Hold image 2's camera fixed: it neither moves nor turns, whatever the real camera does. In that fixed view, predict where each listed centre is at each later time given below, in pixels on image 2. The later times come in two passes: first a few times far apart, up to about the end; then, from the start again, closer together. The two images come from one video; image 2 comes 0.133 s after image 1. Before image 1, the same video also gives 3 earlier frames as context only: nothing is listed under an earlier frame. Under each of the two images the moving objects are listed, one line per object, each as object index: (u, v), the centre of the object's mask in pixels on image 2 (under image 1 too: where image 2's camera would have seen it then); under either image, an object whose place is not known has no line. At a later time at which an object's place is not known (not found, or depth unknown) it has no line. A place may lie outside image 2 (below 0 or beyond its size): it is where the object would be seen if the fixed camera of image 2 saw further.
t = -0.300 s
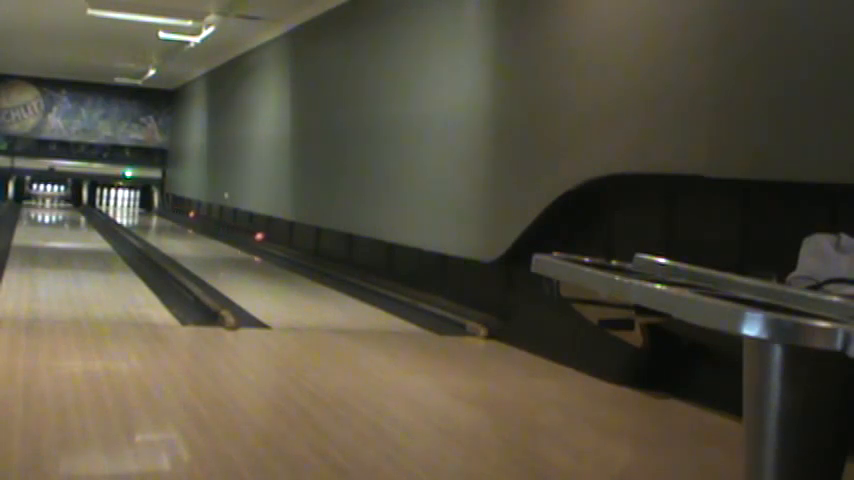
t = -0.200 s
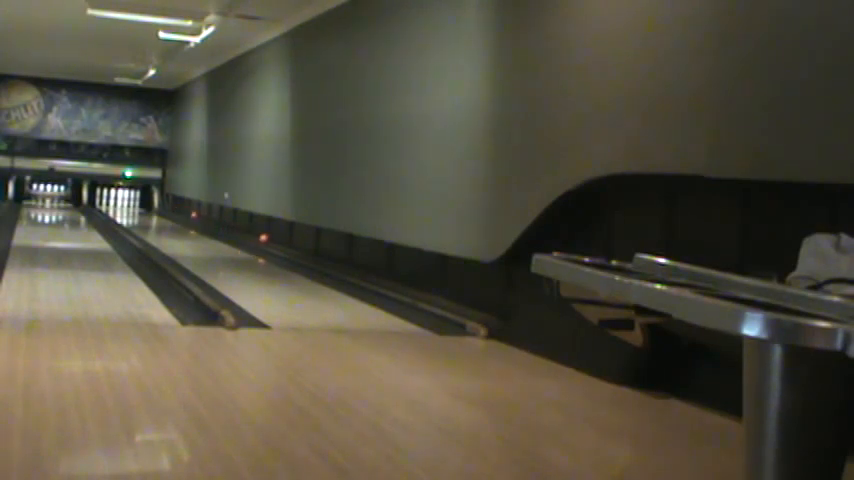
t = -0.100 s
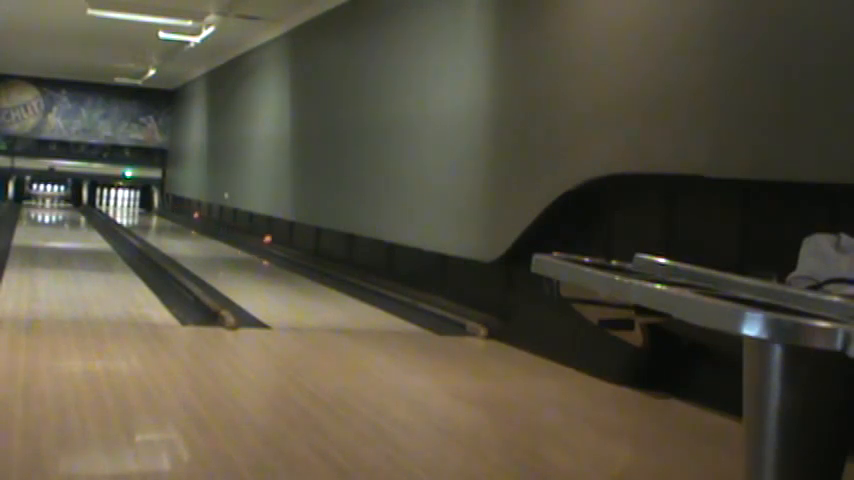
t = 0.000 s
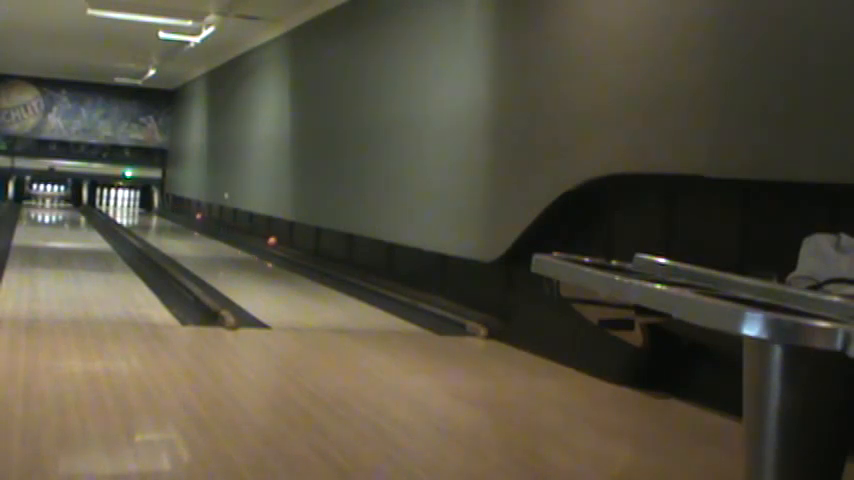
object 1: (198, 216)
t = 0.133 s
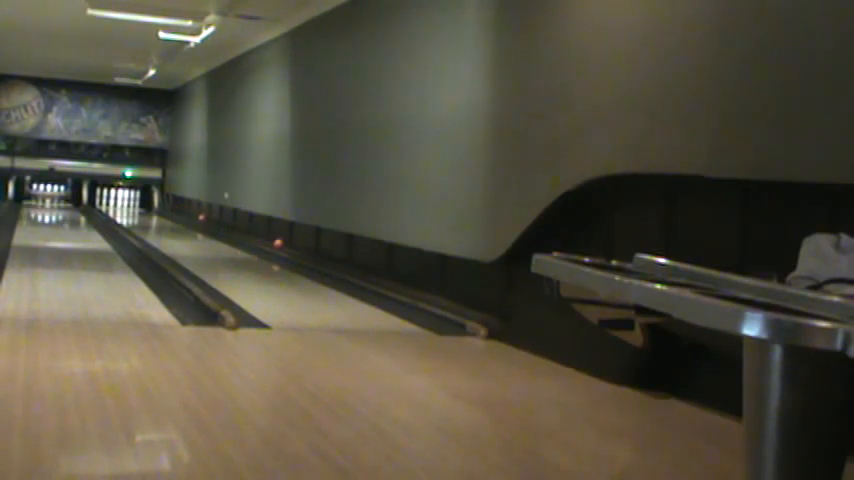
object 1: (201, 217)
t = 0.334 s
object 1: (206, 220)
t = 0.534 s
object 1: (211, 221)
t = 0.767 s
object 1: (217, 223)
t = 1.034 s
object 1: (226, 226)
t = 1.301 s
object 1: (234, 228)
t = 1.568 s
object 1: (244, 231)
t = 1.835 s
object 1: (254, 234)
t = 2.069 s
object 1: (264, 238)
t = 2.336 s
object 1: (275, 242)
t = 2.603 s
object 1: (289, 247)
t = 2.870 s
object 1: (304, 251)
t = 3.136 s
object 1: (320, 256)
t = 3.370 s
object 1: (336, 261)
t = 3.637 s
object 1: (356, 267)
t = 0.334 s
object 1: (206, 220)
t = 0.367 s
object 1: (207, 220)
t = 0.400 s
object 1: (208, 220)
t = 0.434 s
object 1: (209, 220)
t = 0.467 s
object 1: (209, 220)
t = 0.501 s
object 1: (210, 221)
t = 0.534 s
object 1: (211, 221)
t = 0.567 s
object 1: (212, 221)
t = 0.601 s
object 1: (213, 221)
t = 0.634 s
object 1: (214, 222)
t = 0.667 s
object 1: (215, 222)
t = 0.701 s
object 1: (216, 223)
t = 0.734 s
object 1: (217, 223)
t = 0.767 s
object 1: (217, 223)
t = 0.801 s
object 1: (218, 223)
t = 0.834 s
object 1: (219, 224)
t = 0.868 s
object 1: (220, 224)
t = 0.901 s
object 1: (221, 225)
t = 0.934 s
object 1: (222, 225)
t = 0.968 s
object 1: (224, 225)
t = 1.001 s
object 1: (225, 225)
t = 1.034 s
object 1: (226, 226)
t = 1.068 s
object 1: (227, 226)
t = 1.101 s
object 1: (228, 226)
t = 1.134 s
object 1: (229, 227)
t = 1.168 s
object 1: (230, 227)
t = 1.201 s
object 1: (231, 227)
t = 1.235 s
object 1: (232, 228)
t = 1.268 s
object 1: (233, 228)
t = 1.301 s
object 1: (234, 228)
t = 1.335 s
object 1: (235, 228)
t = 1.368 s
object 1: (237, 229)
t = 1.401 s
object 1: (238, 229)
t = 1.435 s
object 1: (239, 230)
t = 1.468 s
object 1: (240, 230)
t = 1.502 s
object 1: (242, 230)
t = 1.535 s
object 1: (243, 231)
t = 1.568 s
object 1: (244, 231)
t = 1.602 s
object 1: (245, 232)
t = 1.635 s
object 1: (246, 232)
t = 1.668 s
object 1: (248, 232)
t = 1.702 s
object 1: (249, 233)
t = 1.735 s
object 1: (250, 233)
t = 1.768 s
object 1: (251, 234)
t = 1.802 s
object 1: (253, 234)
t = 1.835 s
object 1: (254, 234)
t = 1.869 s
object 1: (255, 235)
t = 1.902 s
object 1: (256, 235)
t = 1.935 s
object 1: (258, 236)
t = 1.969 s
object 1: (260, 236)
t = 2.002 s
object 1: (261, 237)
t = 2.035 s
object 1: (263, 237)
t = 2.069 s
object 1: (264, 238)
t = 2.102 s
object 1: (266, 238)
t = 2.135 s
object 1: (266, 238)
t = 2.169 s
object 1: (268, 239)
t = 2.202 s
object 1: (269, 239)
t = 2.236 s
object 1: (271, 240)
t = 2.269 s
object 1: (272, 241)
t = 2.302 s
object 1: (274, 241)
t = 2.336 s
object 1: (275, 242)
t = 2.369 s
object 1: (277, 242)
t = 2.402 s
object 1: (279, 243)
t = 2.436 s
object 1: (280, 244)
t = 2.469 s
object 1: (282, 245)
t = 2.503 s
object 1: (284, 245)
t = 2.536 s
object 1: (286, 246)
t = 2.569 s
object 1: (287, 246)
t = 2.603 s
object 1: (289, 247)
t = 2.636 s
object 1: (291, 247)
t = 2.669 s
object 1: (293, 248)
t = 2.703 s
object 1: (295, 248)
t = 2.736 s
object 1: (296, 249)
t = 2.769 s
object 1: (298, 250)
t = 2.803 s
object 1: (300, 250)
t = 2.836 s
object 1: (302, 250)
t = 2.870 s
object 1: (304, 251)
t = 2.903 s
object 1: (306, 251)
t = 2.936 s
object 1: (308, 252)
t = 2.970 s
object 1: (310, 252)
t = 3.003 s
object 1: (313, 253)
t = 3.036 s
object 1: (314, 254)
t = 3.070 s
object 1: (316, 255)
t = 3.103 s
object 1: (319, 256)
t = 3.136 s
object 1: (320, 256)
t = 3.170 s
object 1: (322, 257)
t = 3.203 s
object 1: (325, 257)
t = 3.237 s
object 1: (327, 258)
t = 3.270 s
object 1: (329, 259)
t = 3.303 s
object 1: (331, 260)
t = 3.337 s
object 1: (333, 261)
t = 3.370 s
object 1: (336, 261)
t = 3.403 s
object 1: (338, 262)
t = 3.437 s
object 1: (341, 263)
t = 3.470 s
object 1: (343, 263)
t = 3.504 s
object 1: (346, 264)
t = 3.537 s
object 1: (348, 265)
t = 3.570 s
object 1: (351, 266)
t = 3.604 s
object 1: (353, 267)
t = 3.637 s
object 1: (356, 267)
